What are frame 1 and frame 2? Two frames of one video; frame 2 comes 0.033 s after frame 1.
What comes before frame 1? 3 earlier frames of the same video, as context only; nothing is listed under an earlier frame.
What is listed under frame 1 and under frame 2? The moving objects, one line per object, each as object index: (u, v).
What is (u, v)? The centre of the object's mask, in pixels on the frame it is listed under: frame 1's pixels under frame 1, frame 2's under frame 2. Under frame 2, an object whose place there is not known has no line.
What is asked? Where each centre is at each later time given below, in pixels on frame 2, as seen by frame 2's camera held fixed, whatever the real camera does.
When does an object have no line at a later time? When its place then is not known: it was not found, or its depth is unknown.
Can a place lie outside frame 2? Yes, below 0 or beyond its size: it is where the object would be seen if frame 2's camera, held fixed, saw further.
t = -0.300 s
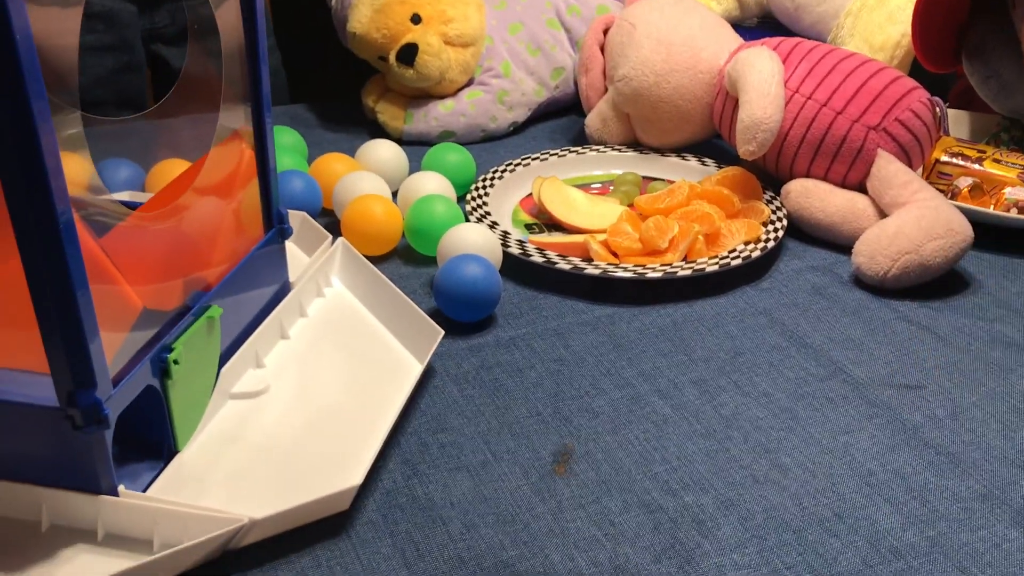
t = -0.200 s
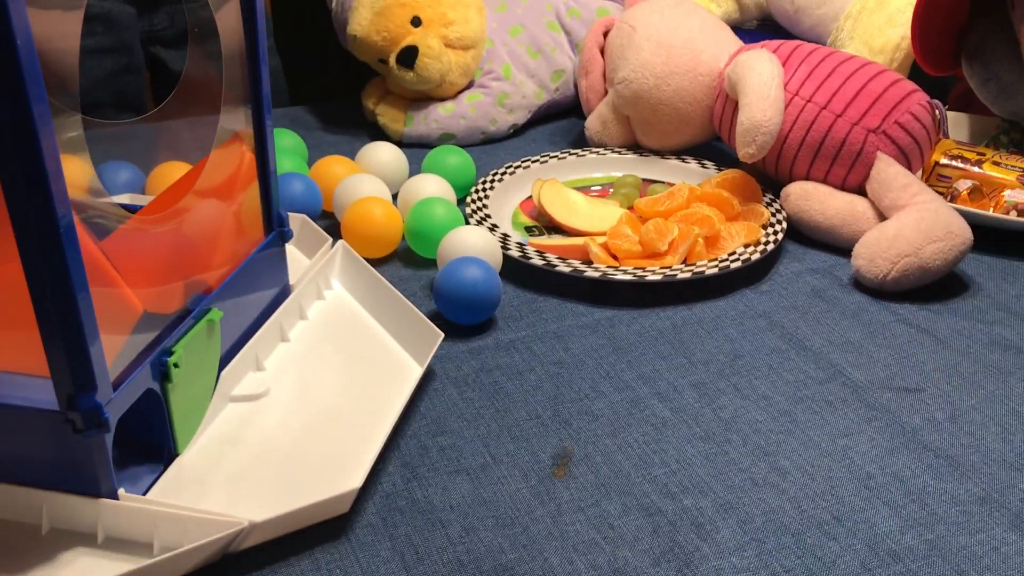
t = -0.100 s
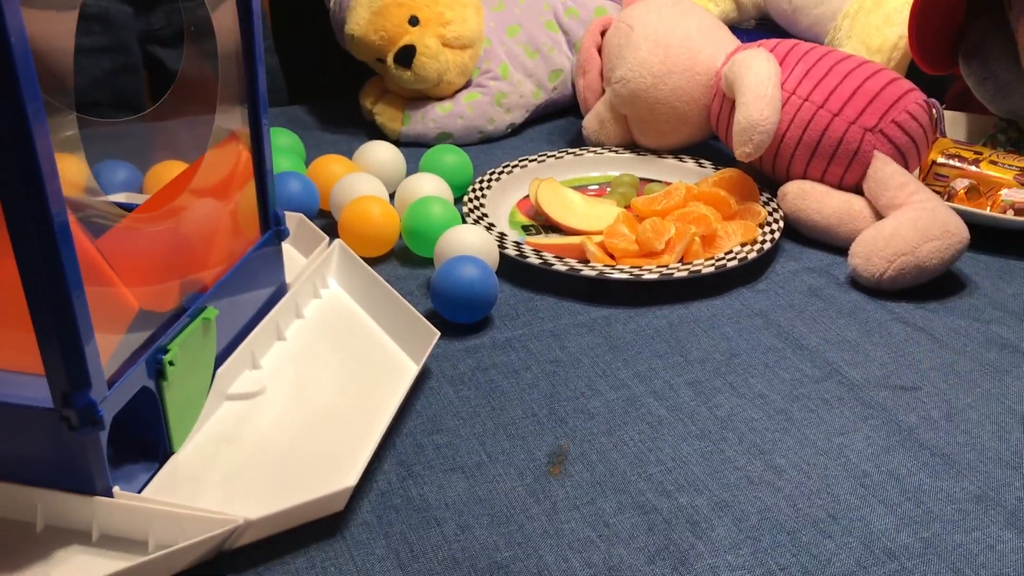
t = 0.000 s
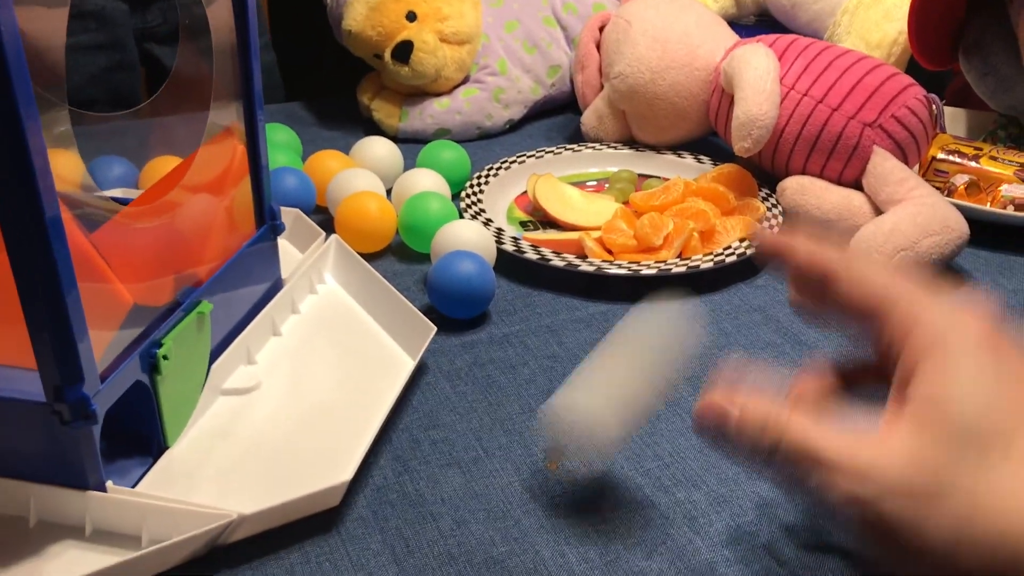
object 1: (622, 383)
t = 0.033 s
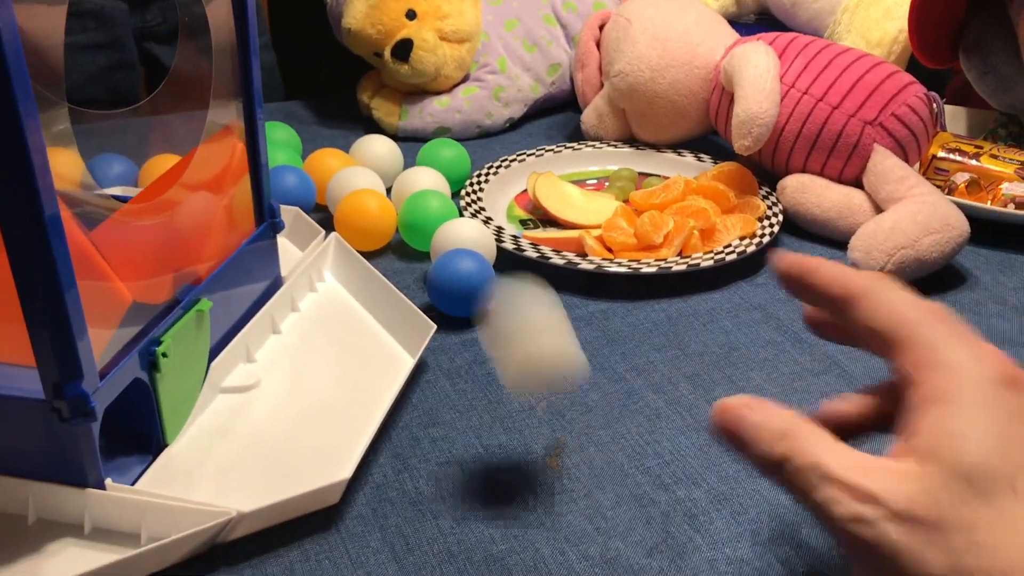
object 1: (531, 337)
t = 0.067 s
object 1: (496, 255)
